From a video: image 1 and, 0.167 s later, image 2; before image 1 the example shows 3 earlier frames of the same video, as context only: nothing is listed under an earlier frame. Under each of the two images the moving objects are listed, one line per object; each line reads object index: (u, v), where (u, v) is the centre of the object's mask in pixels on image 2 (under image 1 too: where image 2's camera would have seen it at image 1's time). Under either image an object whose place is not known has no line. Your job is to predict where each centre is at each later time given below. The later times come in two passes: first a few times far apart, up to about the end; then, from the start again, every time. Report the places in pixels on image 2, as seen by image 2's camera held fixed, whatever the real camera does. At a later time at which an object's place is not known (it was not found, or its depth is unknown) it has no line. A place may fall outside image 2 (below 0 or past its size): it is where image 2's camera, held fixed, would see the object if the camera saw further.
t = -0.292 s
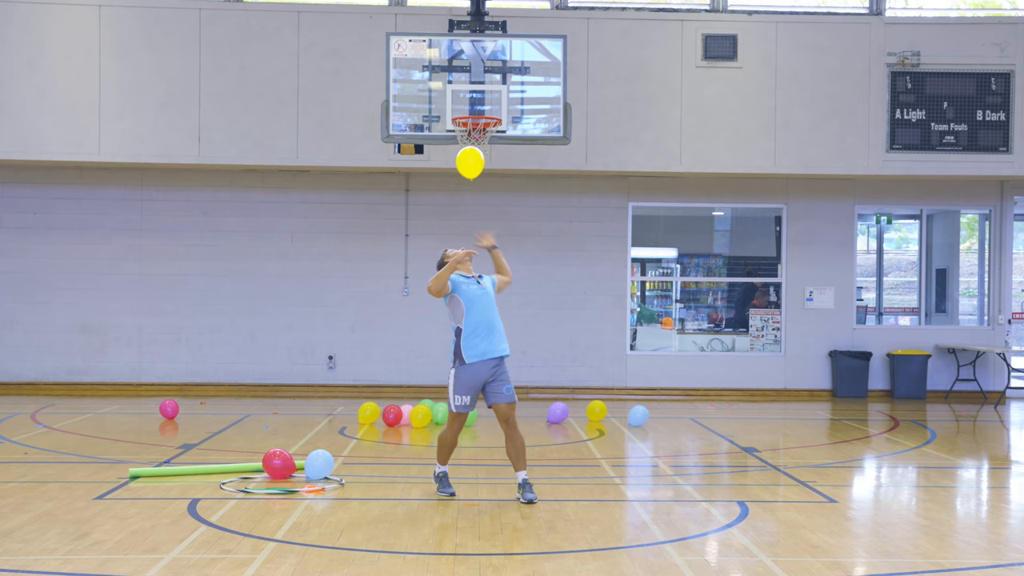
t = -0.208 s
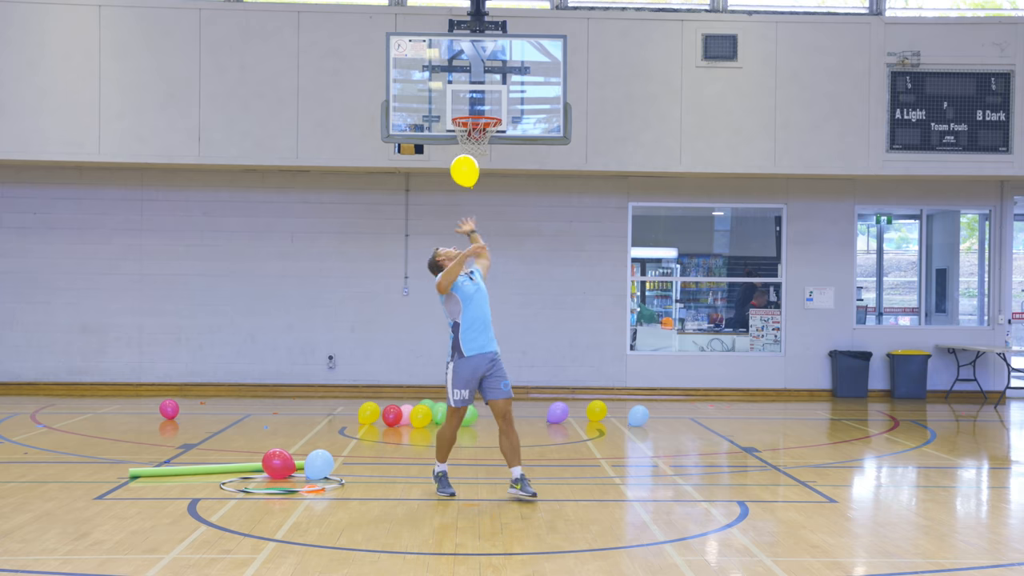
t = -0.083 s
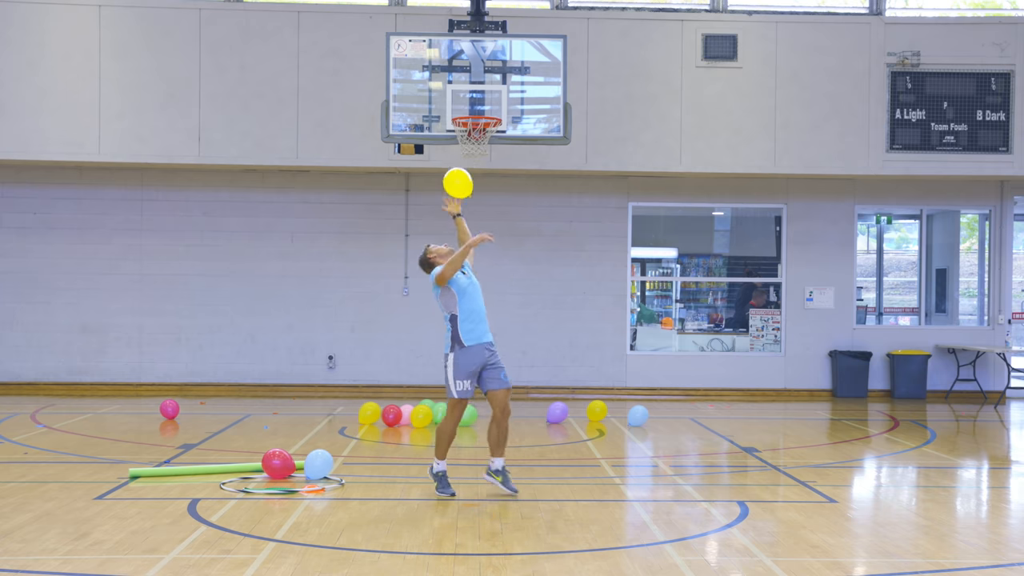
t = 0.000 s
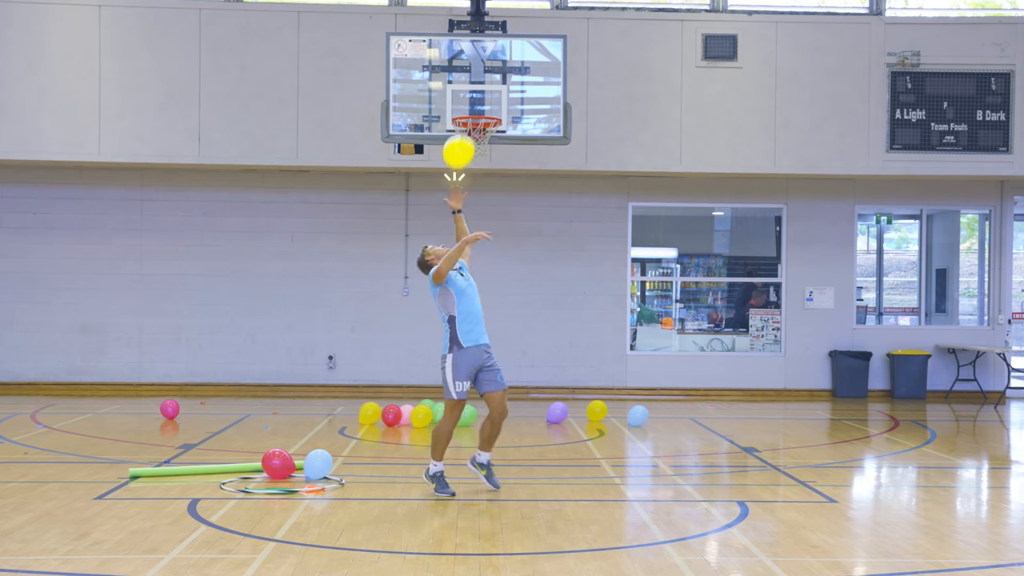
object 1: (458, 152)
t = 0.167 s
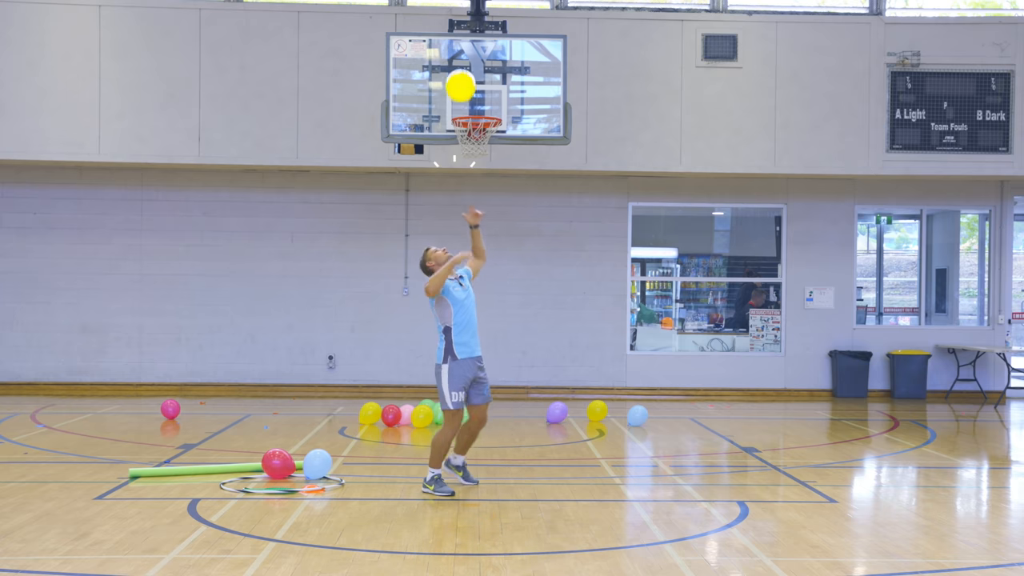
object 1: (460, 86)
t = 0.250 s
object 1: (461, 66)
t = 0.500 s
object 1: (465, 41)
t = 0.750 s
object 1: (455, 28)
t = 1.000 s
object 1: (447, 26)
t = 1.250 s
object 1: (441, 43)
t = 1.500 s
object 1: (438, 71)
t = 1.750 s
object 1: (433, 103)
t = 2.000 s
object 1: (426, 133)
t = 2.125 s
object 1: (423, 149)
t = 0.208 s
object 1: (461, 74)
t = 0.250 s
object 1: (461, 66)
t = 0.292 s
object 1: (463, 58)
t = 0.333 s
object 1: (464, 53)
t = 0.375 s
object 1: (465, 49)
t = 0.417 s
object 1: (466, 46)
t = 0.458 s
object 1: (466, 44)
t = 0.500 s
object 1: (465, 41)
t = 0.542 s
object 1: (464, 39)
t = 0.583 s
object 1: (462, 37)
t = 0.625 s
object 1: (460, 35)
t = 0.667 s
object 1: (458, 32)
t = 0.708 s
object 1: (456, 30)
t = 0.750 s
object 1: (455, 28)
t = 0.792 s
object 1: (453, 26)
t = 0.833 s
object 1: (452, 25)
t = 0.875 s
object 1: (450, 24)
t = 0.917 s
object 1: (449, 24)
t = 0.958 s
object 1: (448, 25)
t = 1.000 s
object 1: (447, 26)
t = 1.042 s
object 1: (446, 28)
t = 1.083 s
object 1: (445, 30)
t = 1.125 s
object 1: (444, 32)
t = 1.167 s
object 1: (443, 36)
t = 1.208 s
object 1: (442, 39)
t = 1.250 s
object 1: (441, 43)
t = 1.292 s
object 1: (441, 47)
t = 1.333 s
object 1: (440, 52)
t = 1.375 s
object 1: (440, 56)
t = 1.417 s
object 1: (439, 61)
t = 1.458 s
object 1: (439, 66)
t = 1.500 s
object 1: (438, 71)
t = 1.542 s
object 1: (438, 76)
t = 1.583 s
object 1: (437, 81)
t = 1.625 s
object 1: (436, 86)
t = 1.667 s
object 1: (435, 92)
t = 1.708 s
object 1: (434, 97)
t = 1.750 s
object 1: (433, 103)
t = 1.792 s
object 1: (432, 108)
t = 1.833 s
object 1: (431, 113)
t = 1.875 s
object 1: (429, 118)
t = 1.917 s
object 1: (428, 123)
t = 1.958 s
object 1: (427, 128)
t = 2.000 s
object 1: (426, 133)
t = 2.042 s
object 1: (425, 138)
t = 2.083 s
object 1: (424, 144)
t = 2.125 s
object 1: (423, 149)
